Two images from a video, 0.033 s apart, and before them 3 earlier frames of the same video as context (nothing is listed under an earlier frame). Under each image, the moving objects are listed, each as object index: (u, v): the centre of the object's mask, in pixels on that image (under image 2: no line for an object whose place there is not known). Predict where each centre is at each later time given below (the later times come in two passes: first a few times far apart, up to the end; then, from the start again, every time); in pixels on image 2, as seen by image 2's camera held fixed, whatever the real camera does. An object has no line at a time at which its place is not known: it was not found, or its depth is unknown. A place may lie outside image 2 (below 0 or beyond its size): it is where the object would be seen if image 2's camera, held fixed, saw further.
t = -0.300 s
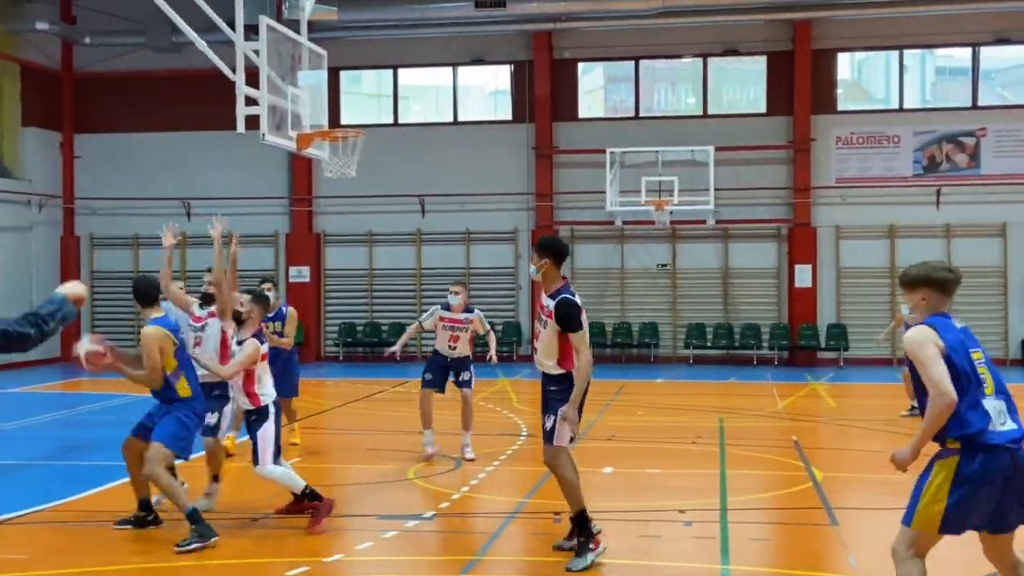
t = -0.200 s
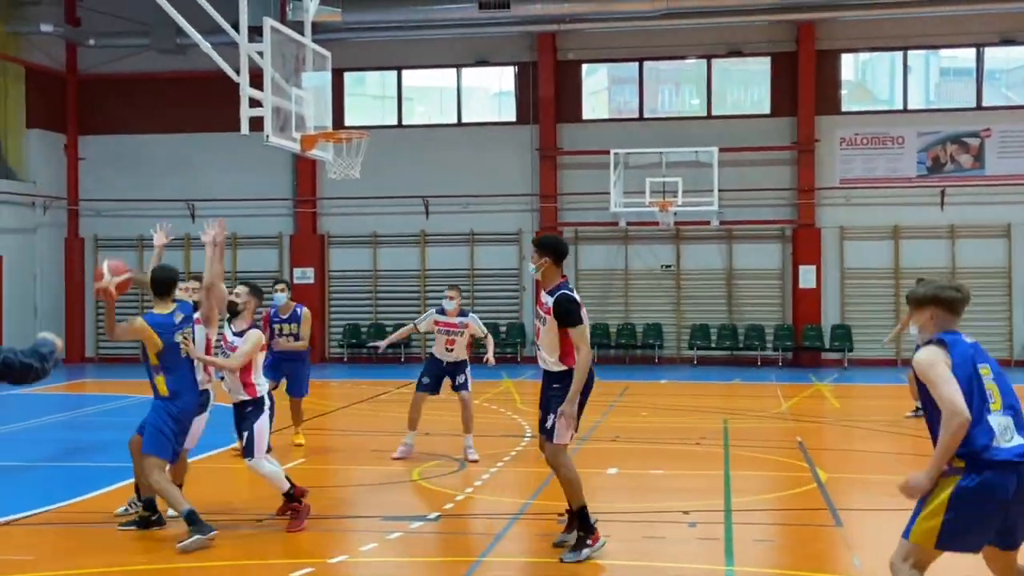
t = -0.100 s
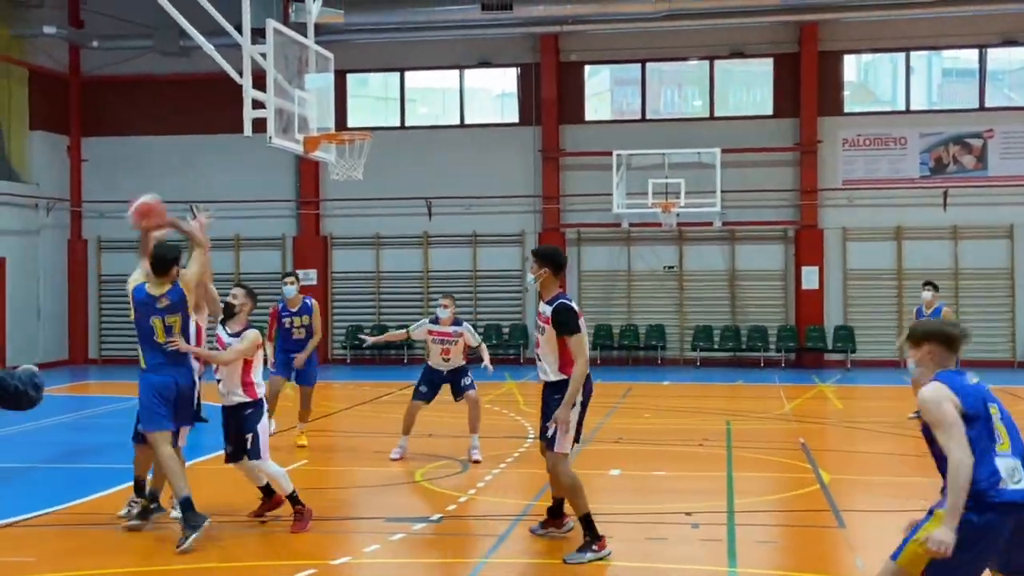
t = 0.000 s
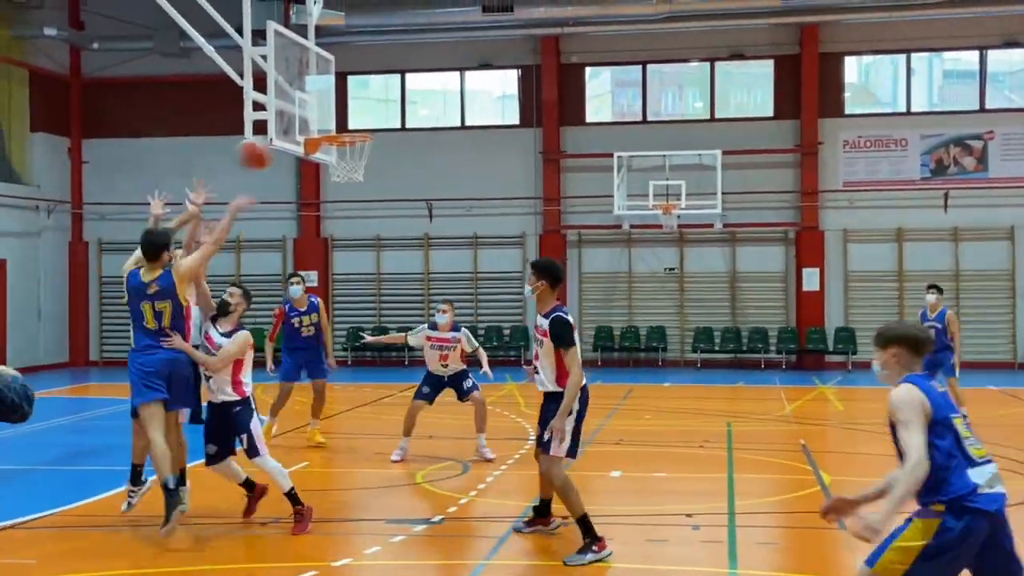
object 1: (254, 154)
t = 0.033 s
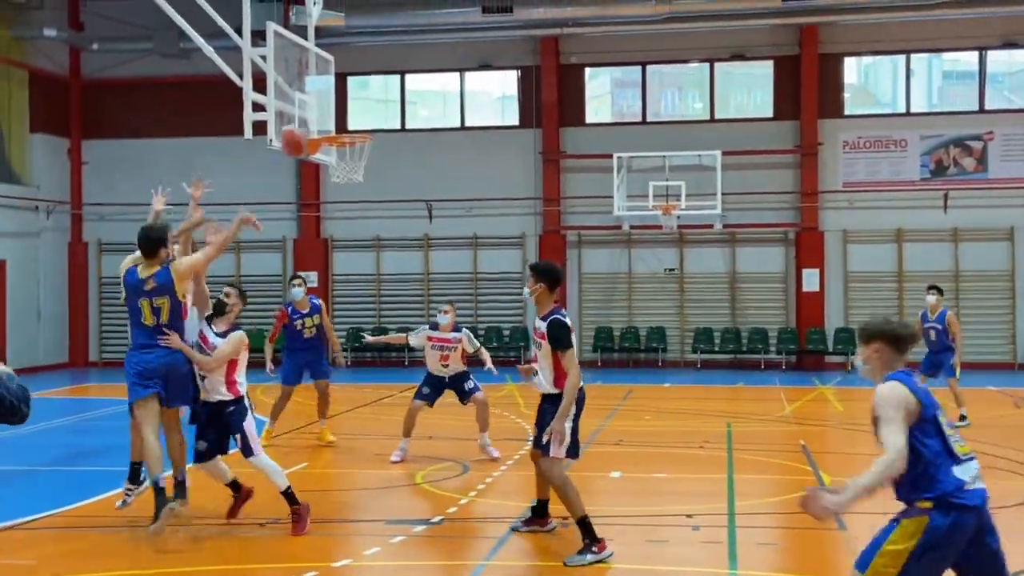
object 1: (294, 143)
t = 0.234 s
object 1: (498, 99)
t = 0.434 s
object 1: (656, 111)
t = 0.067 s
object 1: (333, 129)
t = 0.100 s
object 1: (369, 120)
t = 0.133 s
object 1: (404, 112)
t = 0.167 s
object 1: (436, 107)
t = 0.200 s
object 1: (468, 103)
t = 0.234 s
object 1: (498, 99)
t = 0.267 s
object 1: (530, 98)
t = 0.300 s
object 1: (555, 96)
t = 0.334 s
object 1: (580, 100)
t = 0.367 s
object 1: (607, 103)
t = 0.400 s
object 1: (633, 107)
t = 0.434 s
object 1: (656, 111)
